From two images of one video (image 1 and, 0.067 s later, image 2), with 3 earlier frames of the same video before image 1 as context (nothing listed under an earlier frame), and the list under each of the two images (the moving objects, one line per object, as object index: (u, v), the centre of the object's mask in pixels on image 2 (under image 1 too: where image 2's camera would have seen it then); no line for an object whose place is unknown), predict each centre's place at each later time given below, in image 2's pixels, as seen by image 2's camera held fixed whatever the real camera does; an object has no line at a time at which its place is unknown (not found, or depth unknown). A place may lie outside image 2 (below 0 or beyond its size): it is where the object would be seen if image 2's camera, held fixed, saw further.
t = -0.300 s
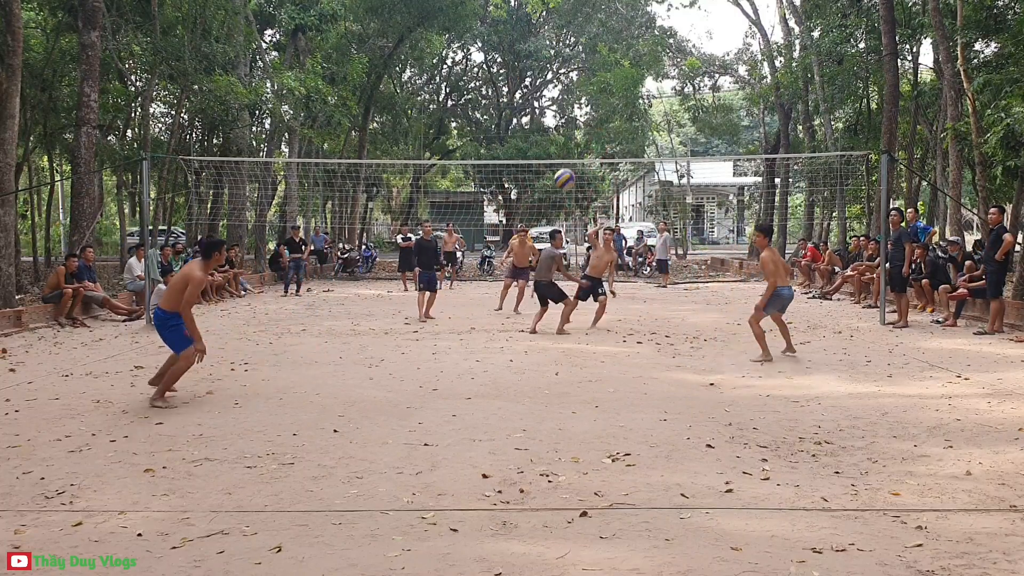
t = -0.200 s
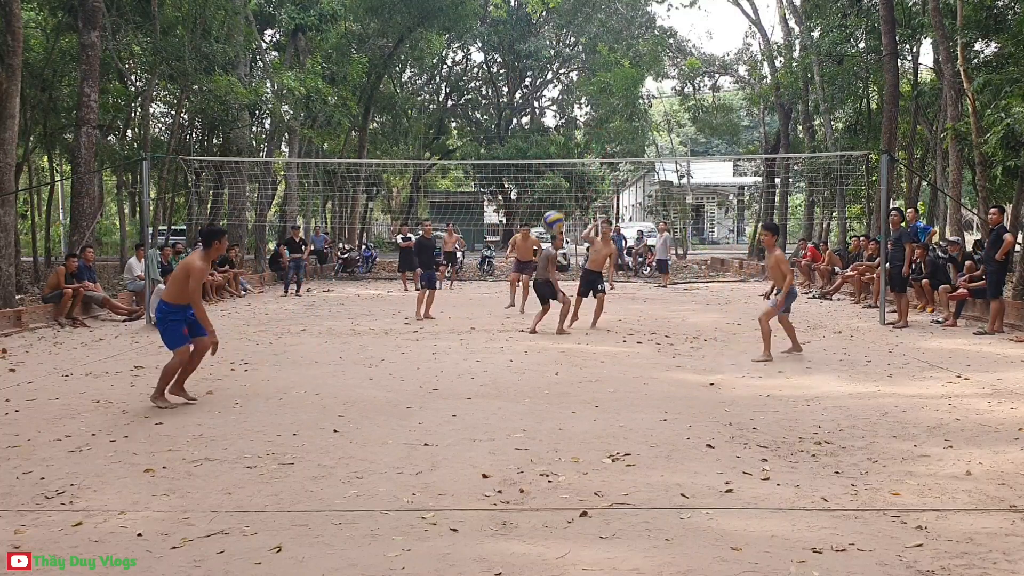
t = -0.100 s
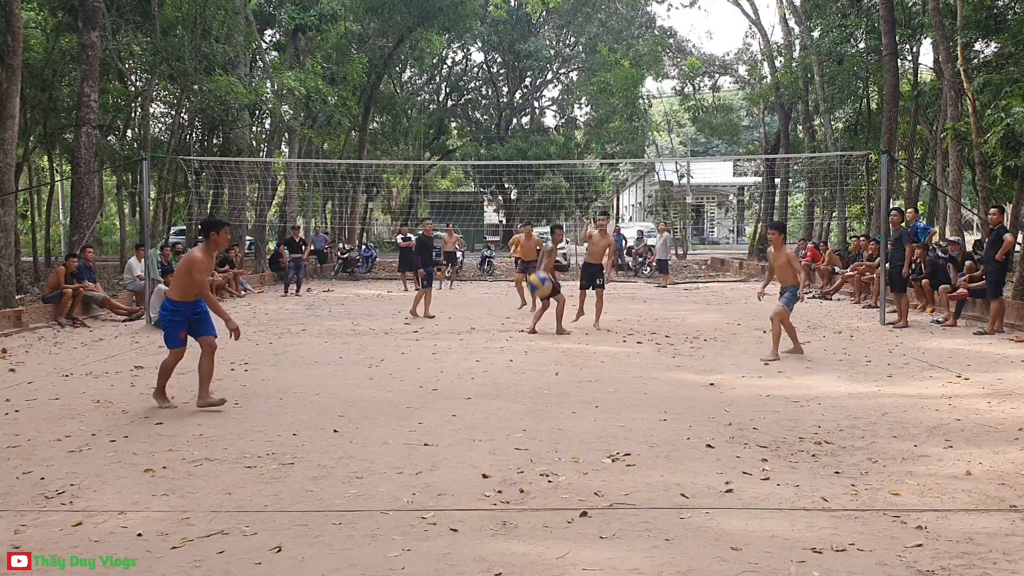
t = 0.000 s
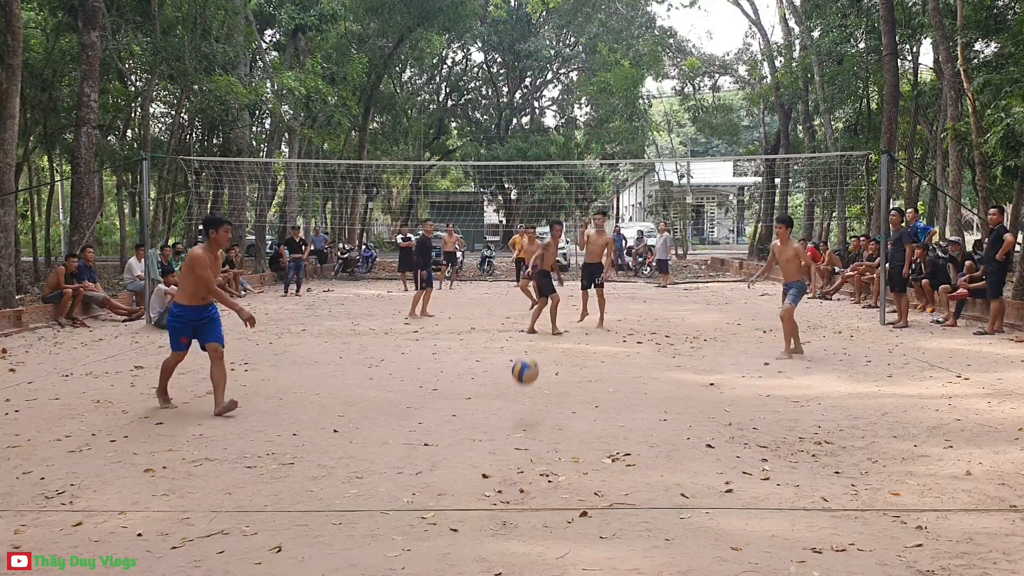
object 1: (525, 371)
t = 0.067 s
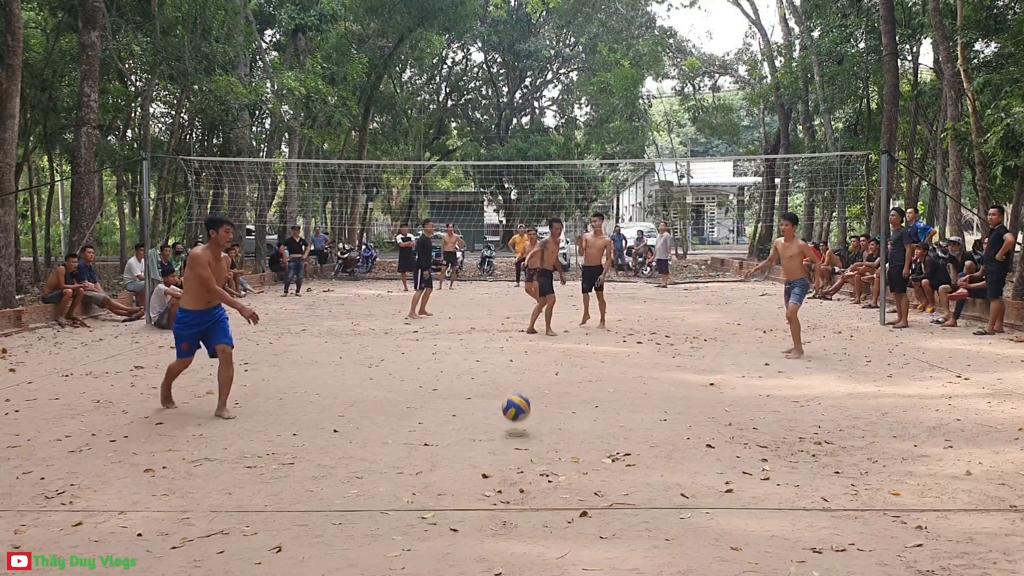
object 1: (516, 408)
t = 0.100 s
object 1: (514, 383)
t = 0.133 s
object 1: (512, 360)
